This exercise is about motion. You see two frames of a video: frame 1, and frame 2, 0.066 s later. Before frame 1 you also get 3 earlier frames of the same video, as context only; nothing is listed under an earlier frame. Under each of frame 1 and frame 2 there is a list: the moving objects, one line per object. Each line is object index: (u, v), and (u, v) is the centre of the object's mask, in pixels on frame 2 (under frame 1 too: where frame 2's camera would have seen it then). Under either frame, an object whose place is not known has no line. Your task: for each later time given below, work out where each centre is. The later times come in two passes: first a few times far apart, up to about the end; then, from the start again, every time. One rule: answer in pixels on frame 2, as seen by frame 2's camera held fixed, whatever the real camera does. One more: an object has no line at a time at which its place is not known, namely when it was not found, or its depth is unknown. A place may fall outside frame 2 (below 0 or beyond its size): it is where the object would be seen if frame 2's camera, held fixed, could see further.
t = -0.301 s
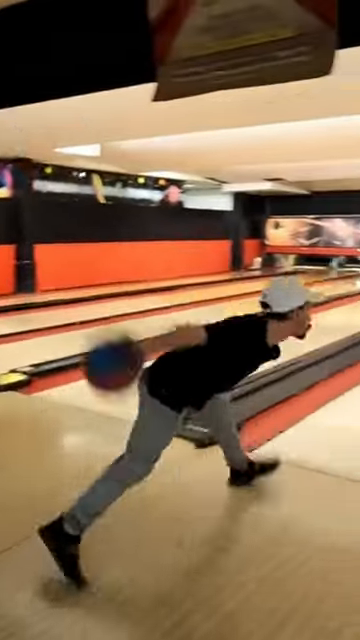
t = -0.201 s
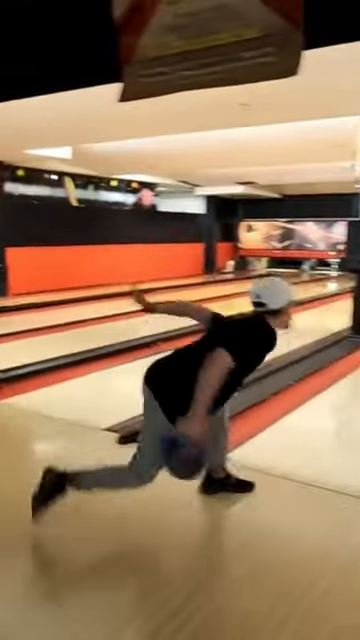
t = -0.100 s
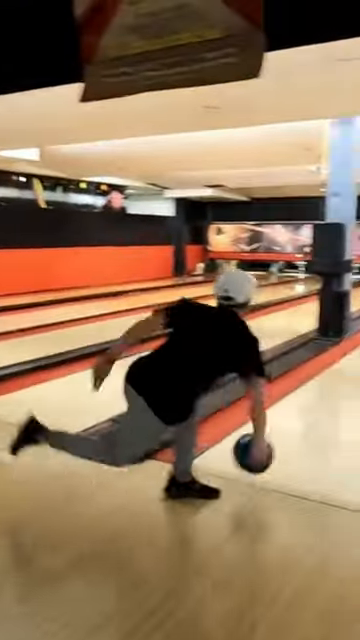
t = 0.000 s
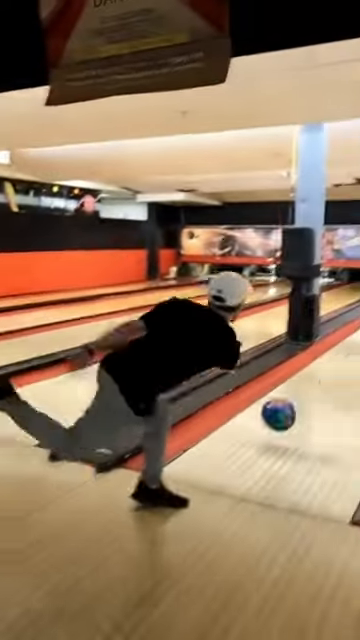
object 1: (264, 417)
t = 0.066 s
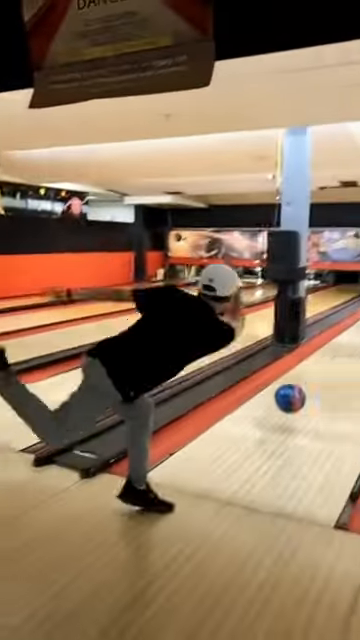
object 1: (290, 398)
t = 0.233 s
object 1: (333, 382)
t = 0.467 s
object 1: (370, 350)
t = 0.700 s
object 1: (392, 330)
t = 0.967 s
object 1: (407, 314)
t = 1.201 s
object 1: (414, 305)
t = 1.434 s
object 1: (419, 298)
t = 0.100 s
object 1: (301, 392)
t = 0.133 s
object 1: (310, 388)
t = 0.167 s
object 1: (318, 386)
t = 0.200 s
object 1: (326, 385)
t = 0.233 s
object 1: (333, 382)
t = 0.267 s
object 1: (339, 375)
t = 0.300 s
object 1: (346, 371)
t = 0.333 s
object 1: (351, 367)
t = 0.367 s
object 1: (356, 362)
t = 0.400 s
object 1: (361, 357)
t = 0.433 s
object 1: (365, 354)
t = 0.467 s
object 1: (370, 350)
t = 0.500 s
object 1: (374, 346)
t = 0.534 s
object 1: (377, 343)
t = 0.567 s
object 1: (380, 340)
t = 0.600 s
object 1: (384, 337)
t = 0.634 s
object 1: (386, 334)
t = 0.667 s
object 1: (389, 332)
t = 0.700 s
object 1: (392, 330)
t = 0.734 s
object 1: (394, 327)
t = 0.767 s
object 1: (396, 325)
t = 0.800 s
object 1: (398, 323)
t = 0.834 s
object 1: (400, 321)
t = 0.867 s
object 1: (402, 319)
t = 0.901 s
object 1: (403, 318)
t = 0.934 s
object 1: (405, 317)
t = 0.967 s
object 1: (407, 314)
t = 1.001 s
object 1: (408, 313)
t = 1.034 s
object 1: (409, 312)
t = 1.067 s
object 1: (411, 309)
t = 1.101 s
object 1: (412, 308)
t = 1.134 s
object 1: (412, 307)
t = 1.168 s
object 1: (414, 307)
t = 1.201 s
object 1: (414, 305)
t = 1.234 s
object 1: (415, 304)
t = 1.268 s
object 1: (416, 303)
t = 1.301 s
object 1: (417, 302)
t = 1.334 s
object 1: (418, 301)
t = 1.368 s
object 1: (418, 299)
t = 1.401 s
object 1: (418, 299)
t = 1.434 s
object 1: (419, 298)
